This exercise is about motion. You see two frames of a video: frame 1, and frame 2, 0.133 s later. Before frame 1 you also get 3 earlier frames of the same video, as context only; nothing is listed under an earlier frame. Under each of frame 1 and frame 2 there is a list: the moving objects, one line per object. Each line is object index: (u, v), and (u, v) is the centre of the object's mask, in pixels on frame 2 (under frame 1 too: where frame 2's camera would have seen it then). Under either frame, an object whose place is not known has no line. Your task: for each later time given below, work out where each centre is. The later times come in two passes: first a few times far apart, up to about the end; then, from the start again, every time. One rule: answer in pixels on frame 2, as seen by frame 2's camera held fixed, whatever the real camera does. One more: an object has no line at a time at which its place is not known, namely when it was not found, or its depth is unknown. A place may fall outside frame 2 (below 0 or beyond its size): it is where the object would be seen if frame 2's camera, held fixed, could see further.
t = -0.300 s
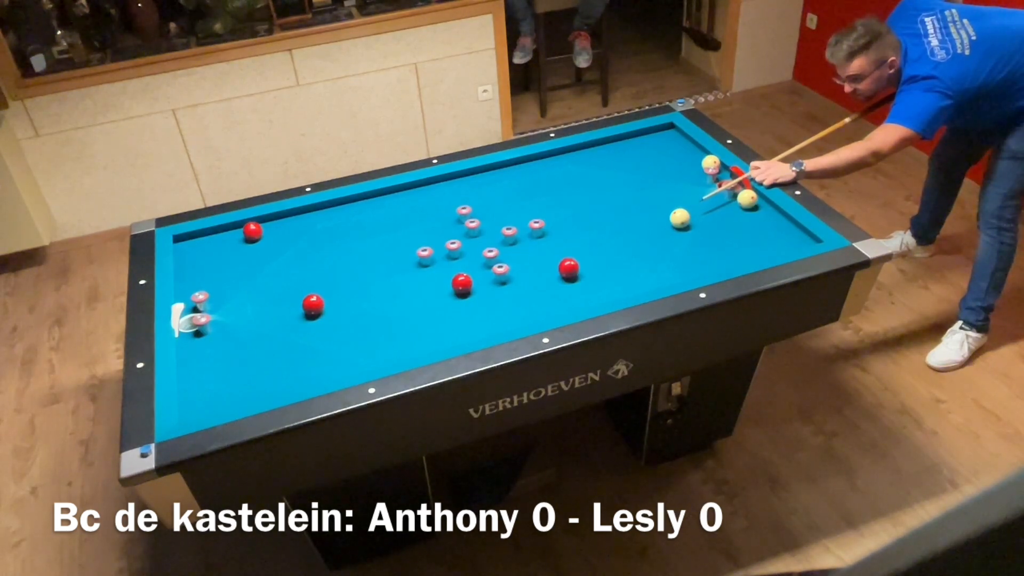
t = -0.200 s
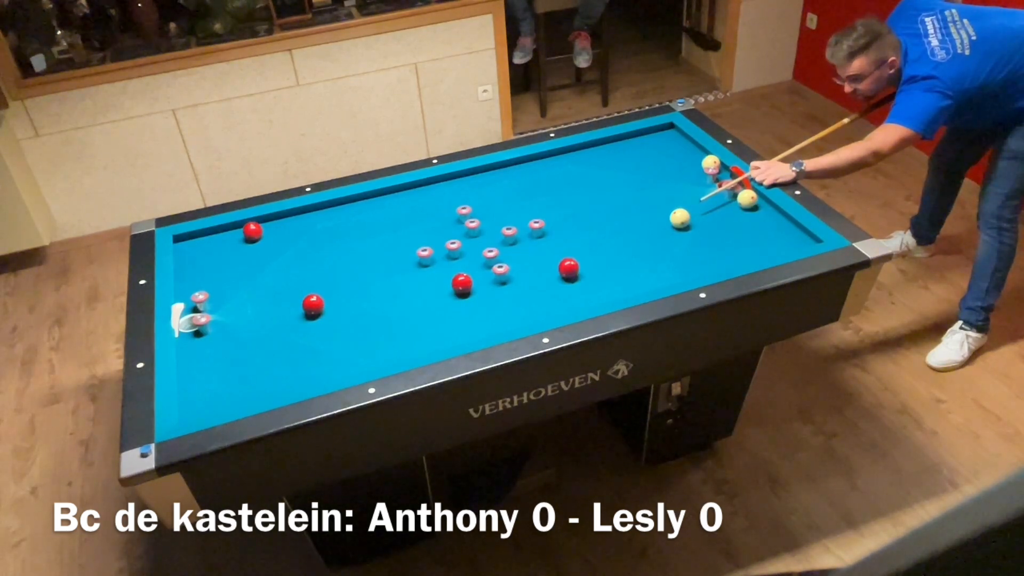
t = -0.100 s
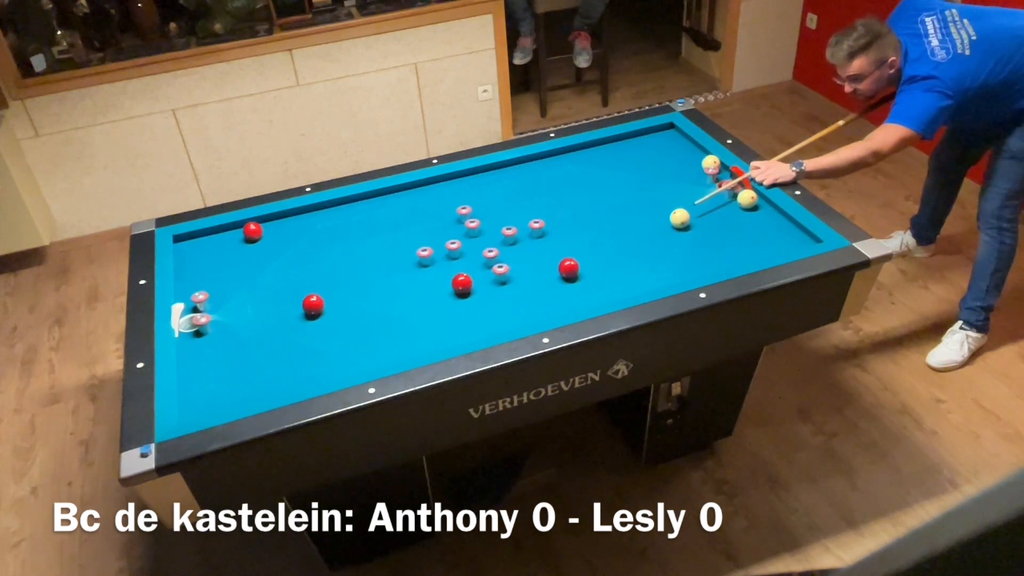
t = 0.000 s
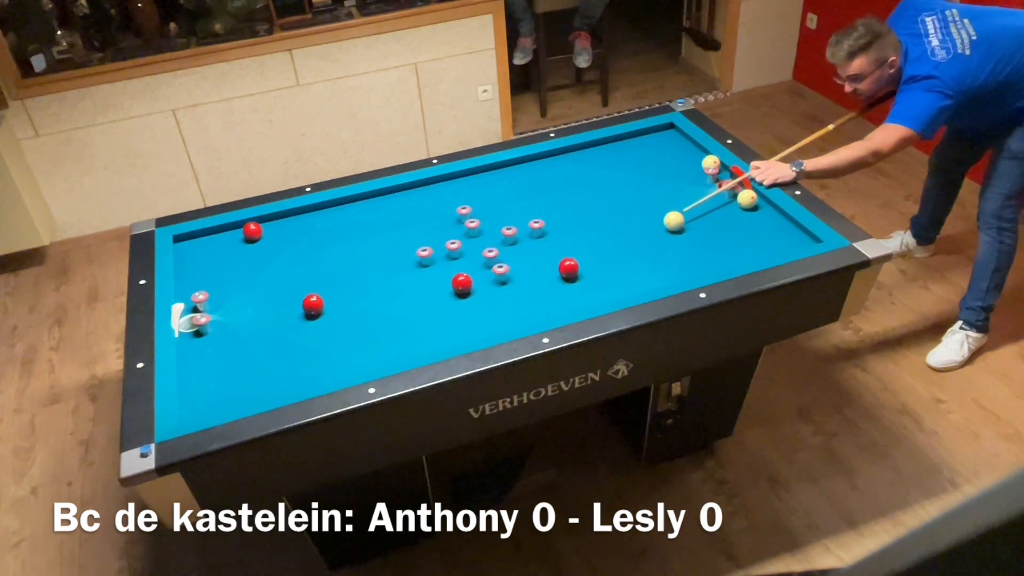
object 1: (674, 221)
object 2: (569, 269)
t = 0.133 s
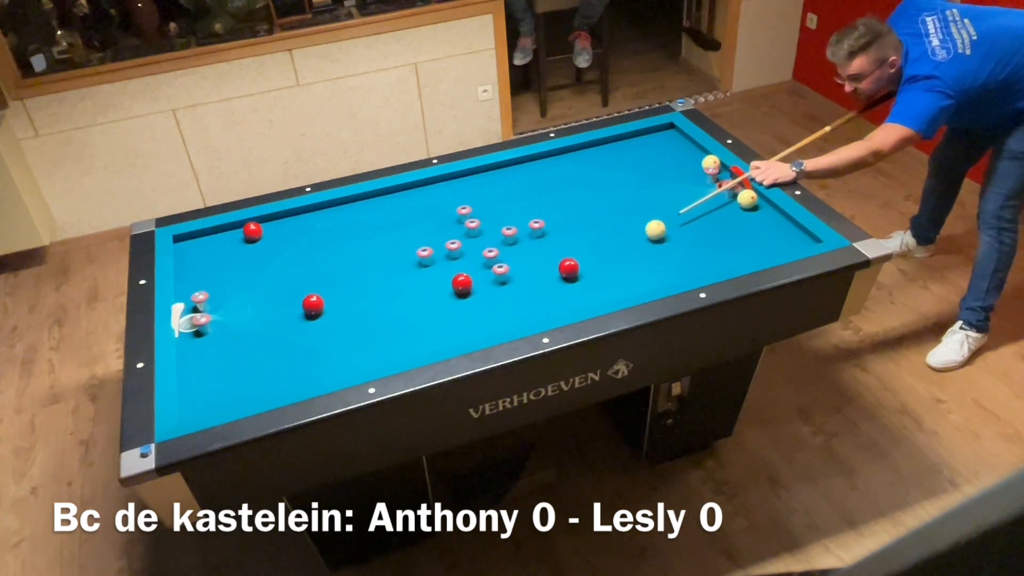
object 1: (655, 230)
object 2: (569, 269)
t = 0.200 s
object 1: (646, 234)
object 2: (569, 269)
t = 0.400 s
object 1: (618, 248)
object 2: (569, 269)
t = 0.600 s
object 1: (589, 262)
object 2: (569, 269)
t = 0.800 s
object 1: (585, 268)
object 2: (547, 276)
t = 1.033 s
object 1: (580, 275)
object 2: (523, 284)
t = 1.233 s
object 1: (576, 280)
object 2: (502, 291)
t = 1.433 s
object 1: (572, 285)
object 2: (482, 297)
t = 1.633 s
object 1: (568, 290)
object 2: (462, 304)
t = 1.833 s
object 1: (565, 294)
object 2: (443, 311)
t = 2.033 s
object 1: (562, 298)
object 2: (423, 318)
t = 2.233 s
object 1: (559, 302)
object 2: (405, 324)
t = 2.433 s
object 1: (556, 305)
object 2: (386, 330)
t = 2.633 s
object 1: (553, 307)
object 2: (368, 336)
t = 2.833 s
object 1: (551, 309)
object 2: (351, 342)
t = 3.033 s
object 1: (549, 311)
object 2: (334, 348)
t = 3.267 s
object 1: (546, 311)
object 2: (314, 354)
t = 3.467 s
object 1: (545, 311)
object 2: (298, 359)
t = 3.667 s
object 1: (544, 311)
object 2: (283, 365)
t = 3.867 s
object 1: (544, 311)
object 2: (268, 370)
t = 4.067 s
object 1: (544, 311)
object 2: (254, 375)
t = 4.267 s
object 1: (544, 311)
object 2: (241, 379)
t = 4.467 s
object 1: (544, 311)
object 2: (228, 384)
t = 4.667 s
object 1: (544, 311)
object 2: (216, 388)
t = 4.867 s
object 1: (544, 311)
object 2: (205, 391)
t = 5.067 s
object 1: (544, 311)
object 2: (194, 395)
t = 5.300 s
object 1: (544, 311)
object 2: (195, 395)
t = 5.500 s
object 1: (544, 311)
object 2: (199, 395)
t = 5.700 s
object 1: (544, 311)
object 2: (204, 394)
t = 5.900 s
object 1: (544, 311)
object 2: (207, 393)
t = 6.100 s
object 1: (544, 311)
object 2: (209, 392)
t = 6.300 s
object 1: (544, 311)
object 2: (211, 392)
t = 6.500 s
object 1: (544, 311)
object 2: (212, 392)
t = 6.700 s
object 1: (544, 311)
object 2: (212, 392)
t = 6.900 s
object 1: (544, 311)
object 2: (212, 392)
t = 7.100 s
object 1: (544, 311)
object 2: (212, 391)
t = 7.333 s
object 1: (544, 312)
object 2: (212, 391)
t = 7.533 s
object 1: (544, 311)
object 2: (212, 392)
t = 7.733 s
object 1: (544, 311)
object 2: (212, 391)
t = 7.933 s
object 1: (544, 311)
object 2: (212, 391)
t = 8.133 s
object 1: (544, 312)
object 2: (212, 391)
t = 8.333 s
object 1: (544, 311)
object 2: (212, 391)
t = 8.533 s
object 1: (544, 311)
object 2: (212, 391)
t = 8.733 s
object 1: (544, 312)
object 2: (212, 391)
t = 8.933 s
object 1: (544, 312)
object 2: (212, 391)
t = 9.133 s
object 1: (544, 311)
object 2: (212, 391)
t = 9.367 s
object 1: (544, 311)
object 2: (212, 391)
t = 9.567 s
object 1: (544, 312)
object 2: (212, 391)
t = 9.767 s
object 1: (544, 312)
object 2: (212, 391)
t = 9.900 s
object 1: (544, 312)
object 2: (212, 391)
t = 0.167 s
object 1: (651, 232)
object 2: (569, 269)
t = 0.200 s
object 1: (646, 234)
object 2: (569, 269)
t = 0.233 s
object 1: (641, 237)
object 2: (569, 269)
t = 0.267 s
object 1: (637, 239)
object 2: (569, 269)
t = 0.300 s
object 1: (632, 241)
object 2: (569, 269)
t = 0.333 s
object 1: (627, 243)
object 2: (569, 269)
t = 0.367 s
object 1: (622, 246)
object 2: (569, 269)
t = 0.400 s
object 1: (618, 248)
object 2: (569, 269)
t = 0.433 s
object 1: (613, 250)
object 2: (569, 269)
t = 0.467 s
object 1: (608, 252)
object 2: (569, 269)
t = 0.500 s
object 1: (604, 255)
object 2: (569, 269)
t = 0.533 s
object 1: (599, 257)
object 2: (569, 269)
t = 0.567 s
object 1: (594, 260)
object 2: (569, 269)
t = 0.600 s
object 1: (589, 262)
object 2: (569, 269)
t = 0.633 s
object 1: (588, 263)
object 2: (565, 270)
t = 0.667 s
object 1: (588, 264)
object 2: (561, 271)
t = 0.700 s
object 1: (587, 265)
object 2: (557, 272)
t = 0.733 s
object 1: (586, 266)
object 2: (554, 274)
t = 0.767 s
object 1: (586, 267)
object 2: (550, 275)
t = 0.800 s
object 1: (585, 268)
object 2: (547, 276)
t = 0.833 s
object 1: (584, 269)
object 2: (543, 277)
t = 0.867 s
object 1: (583, 270)
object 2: (540, 278)
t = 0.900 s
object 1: (583, 271)
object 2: (536, 279)
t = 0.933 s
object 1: (582, 272)
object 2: (533, 281)
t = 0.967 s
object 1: (581, 273)
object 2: (529, 282)
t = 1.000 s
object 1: (580, 274)
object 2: (526, 283)
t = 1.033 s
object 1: (580, 275)
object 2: (523, 284)
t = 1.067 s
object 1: (579, 275)
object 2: (519, 285)
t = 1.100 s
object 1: (578, 277)
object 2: (516, 286)
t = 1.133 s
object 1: (578, 277)
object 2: (512, 287)
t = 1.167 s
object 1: (577, 278)
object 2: (509, 288)
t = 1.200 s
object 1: (576, 279)
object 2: (506, 290)
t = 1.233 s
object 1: (576, 280)
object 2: (502, 291)
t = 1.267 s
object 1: (575, 281)
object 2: (498, 292)
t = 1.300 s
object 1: (574, 282)
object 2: (495, 293)
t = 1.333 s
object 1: (574, 283)
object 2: (492, 294)
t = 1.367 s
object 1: (573, 283)
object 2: (489, 295)
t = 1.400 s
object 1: (572, 284)
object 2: (485, 297)
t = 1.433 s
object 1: (572, 285)
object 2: (482, 297)
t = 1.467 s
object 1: (571, 286)
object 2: (478, 298)
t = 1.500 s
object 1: (571, 286)
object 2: (475, 299)
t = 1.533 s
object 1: (570, 287)
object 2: (472, 301)
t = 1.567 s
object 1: (570, 288)
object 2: (469, 302)
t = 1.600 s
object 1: (569, 289)
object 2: (465, 302)
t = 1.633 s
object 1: (568, 290)
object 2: (462, 304)
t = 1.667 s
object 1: (568, 291)
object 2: (459, 305)
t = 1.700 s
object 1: (567, 291)
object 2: (455, 307)
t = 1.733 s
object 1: (566, 292)
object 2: (452, 308)
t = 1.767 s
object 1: (566, 293)
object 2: (449, 308)
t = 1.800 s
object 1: (565, 293)
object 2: (446, 310)
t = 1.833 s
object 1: (565, 294)
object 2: (443, 311)
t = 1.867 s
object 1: (564, 295)
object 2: (440, 312)
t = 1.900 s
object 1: (564, 296)
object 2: (436, 313)
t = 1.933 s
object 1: (563, 296)
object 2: (433, 314)
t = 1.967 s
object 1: (563, 297)
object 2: (430, 315)
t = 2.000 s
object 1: (562, 298)
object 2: (426, 317)
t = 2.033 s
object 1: (562, 298)
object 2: (423, 318)
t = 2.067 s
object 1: (561, 299)
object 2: (420, 319)
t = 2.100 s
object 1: (561, 300)
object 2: (417, 320)
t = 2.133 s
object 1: (560, 300)
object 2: (414, 321)
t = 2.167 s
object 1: (560, 301)
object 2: (411, 322)
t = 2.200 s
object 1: (559, 301)
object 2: (408, 323)
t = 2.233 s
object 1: (559, 302)
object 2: (405, 324)
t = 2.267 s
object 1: (558, 303)
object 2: (401, 325)
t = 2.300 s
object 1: (558, 303)
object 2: (398, 326)
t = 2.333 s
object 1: (557, 304)
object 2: (395, 327)
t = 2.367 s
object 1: (557, 304)
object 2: (392, 328)
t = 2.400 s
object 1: (557, 305)
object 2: (389, 329)
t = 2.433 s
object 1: (556, 305)
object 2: (386, 330)
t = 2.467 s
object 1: (555, 306)
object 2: (383, 331)
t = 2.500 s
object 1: (555, 306)
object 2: (380, 332)
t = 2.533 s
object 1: (554, 306)
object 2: (377, 333)
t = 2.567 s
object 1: (554, 307)
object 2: (374, 335)
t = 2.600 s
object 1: (554, 307)
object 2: (371, 335)
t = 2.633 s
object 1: (553, 307)
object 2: (368, 336)
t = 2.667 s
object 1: (553, 308)
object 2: (365, 337)
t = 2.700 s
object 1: (553, 308)
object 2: (362, 338)
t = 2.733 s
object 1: (552, 308)
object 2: (359, 340)
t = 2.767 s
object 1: (552, 309)
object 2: (356, 340)
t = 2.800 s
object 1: (551, 309)
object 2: (353, 341)
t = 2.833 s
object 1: (551, 309)
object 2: (351, 342)
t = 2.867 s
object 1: (551, 309)
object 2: (348, 343)
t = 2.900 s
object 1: (550, 310)
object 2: (345, 344)
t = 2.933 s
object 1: (550, 310)
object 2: (342, 345)
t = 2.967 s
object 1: (549, 310)
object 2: (339, 346)
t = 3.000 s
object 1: (549, 311)
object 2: (336, 347)
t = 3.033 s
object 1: (549, 311)
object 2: (334, 348)
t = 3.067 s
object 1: (548, 311)
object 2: (331, 349)
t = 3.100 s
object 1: (548, 311)
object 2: (328, 350)
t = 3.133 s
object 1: (548, 311)
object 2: (325, 351)
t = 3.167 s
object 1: (547, 311)
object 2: (322, 352)
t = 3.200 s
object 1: (547, 311)
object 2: (320, 353)
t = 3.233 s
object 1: (546, 311)
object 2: (317, 354)
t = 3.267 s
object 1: (546, 311)
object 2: (314, 354)
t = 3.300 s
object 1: (546, 311)
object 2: (311, 355)
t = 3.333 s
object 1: (546, 311)
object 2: (309, 356)
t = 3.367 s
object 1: (545, 311)
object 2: (306, 357)
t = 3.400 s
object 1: (545, 311)
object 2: (303, 358)
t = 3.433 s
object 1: (545, 311)
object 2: (301, 359)
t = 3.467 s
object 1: (545, 311)
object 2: (298, 359)
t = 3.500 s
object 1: (545, 311)
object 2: (296, 360)
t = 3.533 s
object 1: (545, 311)
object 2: (293, 361)
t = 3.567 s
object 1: (544, 311)
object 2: (291, 362)
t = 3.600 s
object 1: (544, 311)
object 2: (288, 363)
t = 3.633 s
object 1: (544, 311)
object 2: (285, 364)
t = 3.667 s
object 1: (544, 311)
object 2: (283, 365)
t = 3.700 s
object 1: (544, 311)
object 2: (280, 366)
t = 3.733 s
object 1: (544, 311)
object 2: (278, 366)
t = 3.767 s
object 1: (544, 311)
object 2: (276, 367)
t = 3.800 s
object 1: (544, 311)
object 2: (273, 368)
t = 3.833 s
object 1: (544, 311)
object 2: (271, 369)
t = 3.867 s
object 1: (544, 311)
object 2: (268, 370)
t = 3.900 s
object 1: (544, 311)
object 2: (266, 371)
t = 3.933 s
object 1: (544, 311)
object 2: (263, 371)
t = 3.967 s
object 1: (544, 311)
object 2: (261, 372)
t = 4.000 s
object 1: (544, 311)
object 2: (259, 373)
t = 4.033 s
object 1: (544, 311)
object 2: (257, 374)
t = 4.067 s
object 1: (544, 311)
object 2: (254, 375)
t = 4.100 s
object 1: (544, 311)
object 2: (252, 375)
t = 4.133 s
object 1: (544, 311)
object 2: (250, 376)
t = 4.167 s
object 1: (544, 311)
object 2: (247, 377)
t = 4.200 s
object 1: (544, 311)
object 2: (245, 378)
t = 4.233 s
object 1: (544, 311)
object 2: (243, 379)
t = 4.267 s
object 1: (544, 311)
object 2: (241, 379)
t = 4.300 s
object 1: (544, 311)
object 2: (239, 380)
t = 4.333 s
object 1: (544, 311)
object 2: (237, 381)
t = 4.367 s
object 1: (544, 311)
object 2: (235, 382)
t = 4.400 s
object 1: (544, 311)
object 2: (232, 383)
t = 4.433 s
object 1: (544, 311)
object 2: (230, 383)
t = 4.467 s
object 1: (544, 311)
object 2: (228, 384)
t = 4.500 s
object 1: (544, 311)
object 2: (226, 384)
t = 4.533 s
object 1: (544, 311)
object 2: (224, 385)
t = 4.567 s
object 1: (544, 311)
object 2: (222, 386)
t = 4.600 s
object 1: (544, 311)
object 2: (220, 386)
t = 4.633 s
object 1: (544, 311)
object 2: (218, 387)
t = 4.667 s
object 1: (544, 311)
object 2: (216, 388)
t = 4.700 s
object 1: (544, 311)
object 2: (214, 388)
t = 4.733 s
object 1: (544, 311)
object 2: (212, 389)
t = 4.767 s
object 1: (544, 311)
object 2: (211, 389)
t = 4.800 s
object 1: (544, 311)
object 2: (209, 390)
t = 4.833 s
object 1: (544, 311)
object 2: (207, 391)
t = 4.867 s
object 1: (544, 311)
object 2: (205, 391)
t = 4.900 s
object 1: (544, 311)
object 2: (203, 392)
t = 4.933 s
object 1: (544, 311)
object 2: (201, 393)
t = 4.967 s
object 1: (544, 311)
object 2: (200, 393)
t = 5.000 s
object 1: (544, 312)
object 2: (198, 394)
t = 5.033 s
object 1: (544, 311)
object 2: (196, 394)
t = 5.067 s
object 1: (544, 311)
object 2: (194, 395)
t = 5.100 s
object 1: (544, 311)
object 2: (193, 395)
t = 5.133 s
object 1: (544, 311)
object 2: (191, 396)
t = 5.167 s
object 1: (544, 311)
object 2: (191, 396)
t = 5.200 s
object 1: (544, 311)
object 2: (192, 396)
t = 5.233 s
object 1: (544, 311)
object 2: (193, 396)
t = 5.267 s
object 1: (544, 311)
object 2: (194, 396)
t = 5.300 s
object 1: (544, 311)
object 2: (195, 395)
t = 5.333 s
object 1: (544, 311)
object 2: (196, 395)
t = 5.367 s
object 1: (544, 311)
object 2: (197, 395)
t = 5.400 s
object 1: (544, 311)
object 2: (197, 395)
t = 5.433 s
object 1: (544, 311)
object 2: (198, 395)
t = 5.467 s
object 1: (544, 311)
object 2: (199, 395)
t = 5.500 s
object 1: (544, 311)
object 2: (199, 395)
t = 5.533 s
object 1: (544, 311)
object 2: (200, 395)
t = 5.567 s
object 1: (544, 311)
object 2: (201, 395)
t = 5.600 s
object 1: (544, 311)
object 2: (202, 394)
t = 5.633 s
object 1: (544, 311)
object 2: (202, 394)
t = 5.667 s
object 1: (544, 311)
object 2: (203, 394)
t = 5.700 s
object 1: (544, 311)
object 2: (204, 394)
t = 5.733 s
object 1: (544, 311)
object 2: (204, 394)
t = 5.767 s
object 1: (544, 311)
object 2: (205, 394)
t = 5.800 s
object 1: (544, 311)
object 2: (205, 394)
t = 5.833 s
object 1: (544, 311)
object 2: (206, 393)
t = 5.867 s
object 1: (544, 311)
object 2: (207, 393)
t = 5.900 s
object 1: (544, 311)
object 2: (207, 393)
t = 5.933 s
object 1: (544, 311)
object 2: (207, 393)
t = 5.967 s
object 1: (544, 311)
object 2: (208, 393)
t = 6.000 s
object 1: (544, 311)
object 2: (208, 393)
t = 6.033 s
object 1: (544, 311)
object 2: (209, 393)
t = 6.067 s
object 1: (544, 311)
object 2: (209, 393)
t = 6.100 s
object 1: (544, 311)
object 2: (209, 392)
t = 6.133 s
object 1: (544, 311)
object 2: (210, 392)
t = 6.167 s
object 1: (544, 311)
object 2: (210, 392)
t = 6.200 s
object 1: (544, 311)
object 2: (210, 392)
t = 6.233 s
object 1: (544, 311)
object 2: (211, 392)
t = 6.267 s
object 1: (544, 311)
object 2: (211, 392)
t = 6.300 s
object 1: (544, 311)
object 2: (211, 392)
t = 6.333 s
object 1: (544, 311)
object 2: (211, 392)
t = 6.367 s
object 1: (544, 311)
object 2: (211, 392)
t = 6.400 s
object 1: (544, 311)
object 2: (212, 392)
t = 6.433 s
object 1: (544, 311)
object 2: (212, 392)
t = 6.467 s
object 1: (544, 311)
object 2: (212, 392)
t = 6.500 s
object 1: (544, 311)
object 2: (212, 392)
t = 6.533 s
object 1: (544, 311)
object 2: (212, 392)
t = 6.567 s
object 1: (544, 311)
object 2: (212, 392)
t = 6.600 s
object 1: (544, 312)
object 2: (212, 392)
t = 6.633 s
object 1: (544, 312)
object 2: (212, 392)
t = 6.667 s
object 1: (544, 312)
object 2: (212, 392)
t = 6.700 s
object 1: (544, 311)
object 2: (212, 392)
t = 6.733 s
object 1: (544, 311)
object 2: (212, 392)
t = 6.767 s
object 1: (544, 312)
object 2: (212, 392)
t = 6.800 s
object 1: (544, 311)
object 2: (212, 392)
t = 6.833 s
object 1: (544, 311)
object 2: (212, 392)
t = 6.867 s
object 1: (544, 311)
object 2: (212, 392)
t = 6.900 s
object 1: (544, 311)
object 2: (212, 392)
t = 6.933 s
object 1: (544, 311)
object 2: (212, 392)
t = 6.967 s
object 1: (544, 311)
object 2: (212, 392)
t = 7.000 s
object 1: (544, 311)
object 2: (212, 392)
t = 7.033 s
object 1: (544, 312)
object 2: (212, 392)
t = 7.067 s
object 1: (544, 311)
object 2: (212, 391)
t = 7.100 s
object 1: (544, 311)
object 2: (212, 391)
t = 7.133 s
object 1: (544, 312)
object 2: (212, 392)
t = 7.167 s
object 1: (544, 311)
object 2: (212, 391)
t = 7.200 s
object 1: (544, 311)
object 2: (212, 392)
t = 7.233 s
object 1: (544, 311)
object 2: (212, 392)
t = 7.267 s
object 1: (544, 311)
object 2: (212, 392)
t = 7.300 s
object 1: (544, 311)
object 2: (212, 392)
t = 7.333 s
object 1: (544, 312)
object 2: (212, 391)
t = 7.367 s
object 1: (544, 311)
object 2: (212, 391)
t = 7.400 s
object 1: (544, 311)
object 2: (212, 391)
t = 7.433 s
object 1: (544, 311)
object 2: (212, 391)
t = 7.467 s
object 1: (544, 311)
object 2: (212, 392)
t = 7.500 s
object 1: (544, 311)
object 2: (212, 392)
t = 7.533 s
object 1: (544, 311)
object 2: (212, 392)
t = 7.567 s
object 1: (544, 311)
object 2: (212, 391)
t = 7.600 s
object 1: (544, 311)
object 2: (212, 391)
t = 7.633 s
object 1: (544, 311)
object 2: (212, 391)
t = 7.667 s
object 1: (544, 311)
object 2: (212, 391)
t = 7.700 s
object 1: (544, 311)
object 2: (212, 391)
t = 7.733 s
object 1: (544, 311)
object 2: (212, 391)
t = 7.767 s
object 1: (544, 311)
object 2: (212, 391)
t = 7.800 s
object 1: (544, 311)
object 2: (212, 391)
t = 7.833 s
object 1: (544, 311)
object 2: (212, 391)
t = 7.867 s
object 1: (544, 311)
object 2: (212, 391)
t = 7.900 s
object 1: (544, 311)
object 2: (212, 391)
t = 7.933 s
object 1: (544, 311)
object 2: (212, 391)
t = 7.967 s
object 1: (544, 311)
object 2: (212, 391)
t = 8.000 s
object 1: (544, 311)
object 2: (212, 391)
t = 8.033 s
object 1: (544, 311)
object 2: (212, 391)
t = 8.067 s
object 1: (544, 311)
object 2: (212, 391)
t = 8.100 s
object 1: (544, 311)
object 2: (212, 391)
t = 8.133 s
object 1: (544, 312)
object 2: (212, 391)
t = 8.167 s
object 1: (544, 311)
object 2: (212, 391)
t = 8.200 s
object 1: (544, 311)
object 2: (212, 391)
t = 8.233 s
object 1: (544, 311)
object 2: (212, 391)
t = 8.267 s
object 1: (544, 311)
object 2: (212, 391)
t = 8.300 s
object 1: (544, 311)
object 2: (212, 391)
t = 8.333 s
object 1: (544, 311)
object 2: (212, 391)
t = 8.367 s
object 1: (544, 311)
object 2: (212, 391)
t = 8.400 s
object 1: (544, 311)
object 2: (212, 391)
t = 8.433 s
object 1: (544, 311)
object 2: (212, 391)
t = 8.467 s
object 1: (544, 311)
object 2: (212, 391)
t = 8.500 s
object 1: (544, 311)
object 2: (212, 391)
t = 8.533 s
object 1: (544, 311)
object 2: (212, 391)
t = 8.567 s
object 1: (544, 311)
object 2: (212, 391)
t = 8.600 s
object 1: (544, 311)
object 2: (212, 391)
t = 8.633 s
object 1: (544, 311)
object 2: (212, 391)
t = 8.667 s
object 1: (544, 311)
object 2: (212, 391)
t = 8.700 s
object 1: (544, 311)
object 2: (212, 391)
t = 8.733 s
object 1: (544, 312)
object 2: (212, 391)
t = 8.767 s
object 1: (544, 312)
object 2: (212, 391)
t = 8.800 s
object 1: (544, 312)
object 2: (212, 391)
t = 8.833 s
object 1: (544, 311)
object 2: (212, 391)
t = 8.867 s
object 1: (544, 312)
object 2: (212, 391)
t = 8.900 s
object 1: (544, 312)
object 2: (212, 391)
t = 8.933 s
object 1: (544, 312)
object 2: (212, 391)
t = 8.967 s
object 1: (544, 312)
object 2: (212, 391)
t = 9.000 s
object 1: (544, 311)
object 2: (212, 391)
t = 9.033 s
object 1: (544, 311)
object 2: (212, 391)
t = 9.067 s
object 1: (544, 311)
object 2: (212, 391)
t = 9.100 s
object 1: (544, 312)
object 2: (212, 391)
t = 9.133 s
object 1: (544, 311)
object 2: (212, 391)
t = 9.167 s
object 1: (544, 311)
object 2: (212, 391)
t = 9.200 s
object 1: (544, 311)
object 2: (212, 391)
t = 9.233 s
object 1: (544, 311)
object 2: (212, 391)
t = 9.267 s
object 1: (544, 312)
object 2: (212, 391)
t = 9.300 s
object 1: (544, 311)
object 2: (212, 391)
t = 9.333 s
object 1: (544, 311)
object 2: (212, 391)
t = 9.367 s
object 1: (544, 311)
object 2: (212, 391)
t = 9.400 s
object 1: (544, 311)
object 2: (212, 391)
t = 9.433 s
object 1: (544, 311)
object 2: (212, 391)
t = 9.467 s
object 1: (544, 311)
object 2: (212, 391)
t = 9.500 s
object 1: (544, 311)
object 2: (212, 391)
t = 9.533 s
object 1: (544, 312)
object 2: (212, 391)
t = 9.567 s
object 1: (544, 312)
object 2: (212, 391)
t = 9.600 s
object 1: (544, 312)
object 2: (212, 391)
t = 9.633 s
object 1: (544, 311)
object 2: (212, 391)
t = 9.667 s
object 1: (544, 312)
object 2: (212, 391)
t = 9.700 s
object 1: (544, 312)
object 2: (212, 391)
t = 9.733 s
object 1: (544, 312)
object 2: (212, 391)
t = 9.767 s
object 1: (544, 312)
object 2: (212, 391)
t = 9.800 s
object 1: (544, 311)
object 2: (212, 391)
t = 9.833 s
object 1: (544, 312)
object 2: (212, 391)
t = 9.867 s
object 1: (544, 311)
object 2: (212, 391)
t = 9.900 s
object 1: (544, 312)
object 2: (212, 391)
